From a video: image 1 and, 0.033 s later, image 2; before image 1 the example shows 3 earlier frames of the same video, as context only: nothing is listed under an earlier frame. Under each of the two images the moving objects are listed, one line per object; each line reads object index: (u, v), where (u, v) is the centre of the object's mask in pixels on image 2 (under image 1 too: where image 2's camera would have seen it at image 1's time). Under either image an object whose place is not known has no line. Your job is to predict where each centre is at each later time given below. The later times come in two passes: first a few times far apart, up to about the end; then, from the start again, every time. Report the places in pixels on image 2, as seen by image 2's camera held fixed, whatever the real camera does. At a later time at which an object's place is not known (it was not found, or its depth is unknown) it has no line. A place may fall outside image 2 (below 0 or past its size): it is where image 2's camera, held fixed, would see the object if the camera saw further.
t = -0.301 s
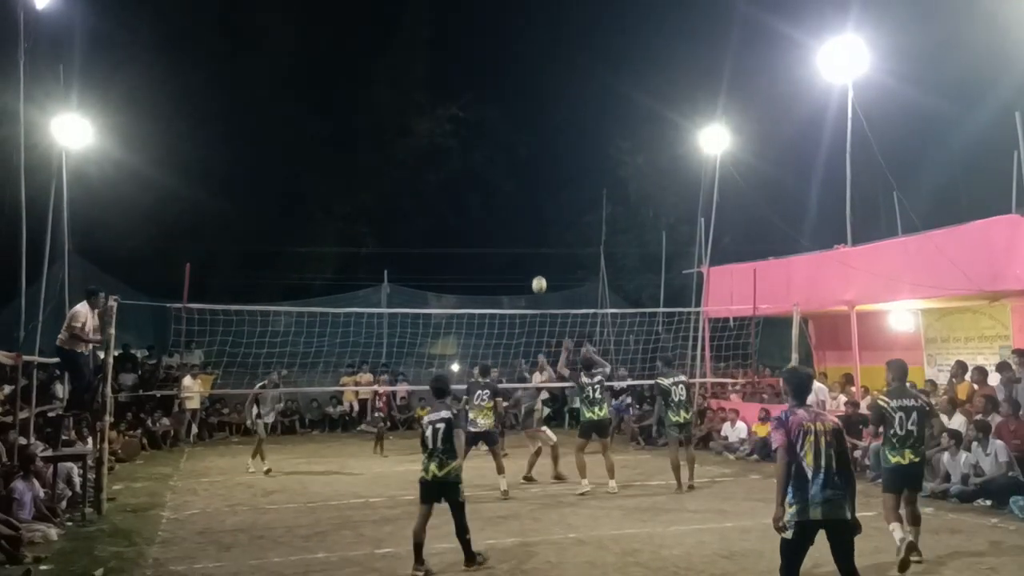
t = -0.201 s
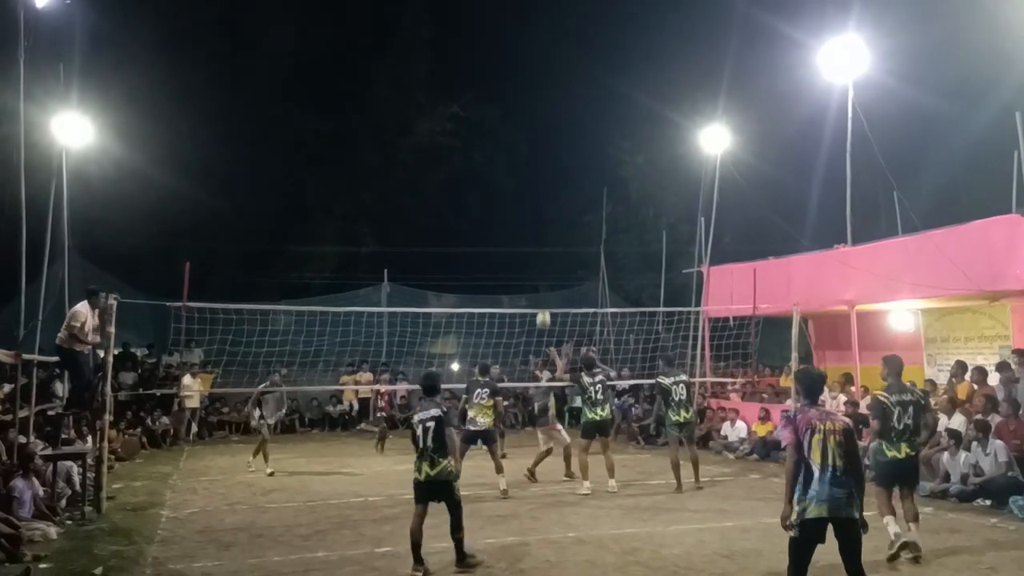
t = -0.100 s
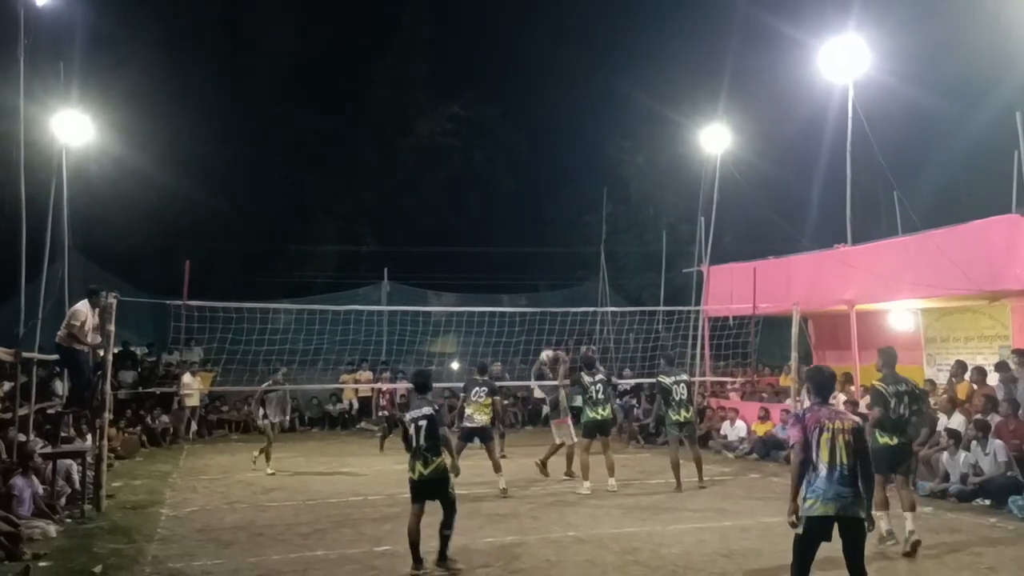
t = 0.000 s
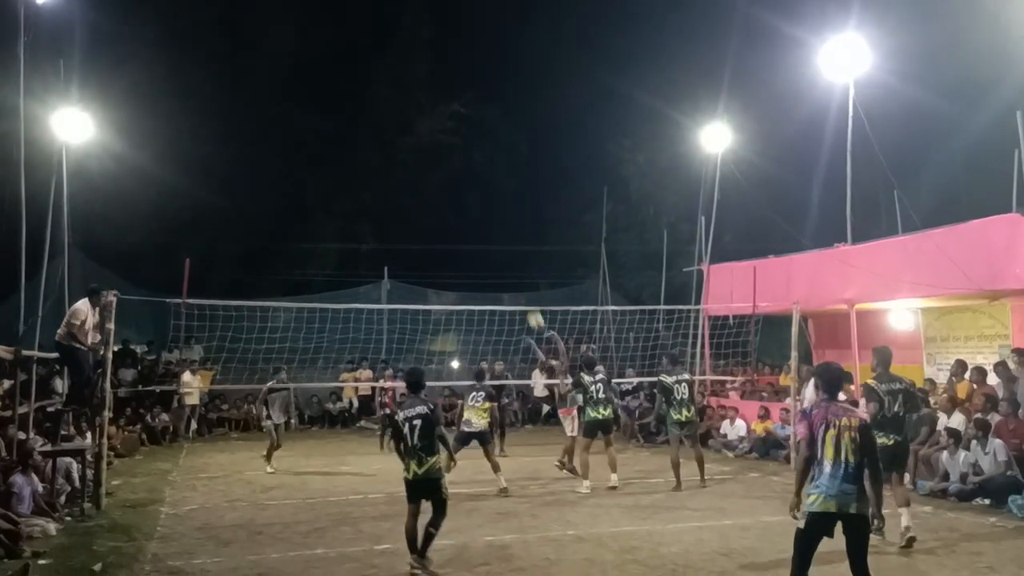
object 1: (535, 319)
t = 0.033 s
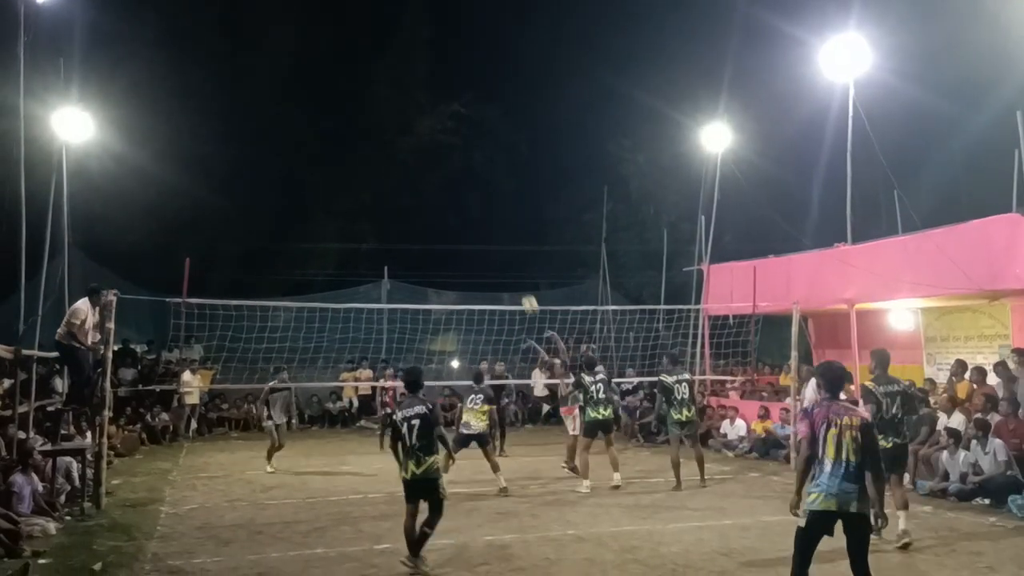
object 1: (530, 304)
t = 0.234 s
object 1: (495, 228)
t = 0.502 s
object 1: (450, 168)
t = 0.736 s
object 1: (411, 154)
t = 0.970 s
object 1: (372, 177)
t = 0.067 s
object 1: (524, 290)
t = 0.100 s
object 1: (518, 276)
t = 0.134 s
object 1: (512, 262)
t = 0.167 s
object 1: (507, 250)
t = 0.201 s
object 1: (501, 239)
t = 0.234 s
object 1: (495, 228)
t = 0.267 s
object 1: (489, 218)
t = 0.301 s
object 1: (484, 208)
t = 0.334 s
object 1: (478, 200)
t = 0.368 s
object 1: (472, 192)
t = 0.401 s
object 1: (467, 185)
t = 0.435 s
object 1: (461, 179)
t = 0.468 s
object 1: (455, 173)
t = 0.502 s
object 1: (450, 168)
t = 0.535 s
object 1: (444, 164)
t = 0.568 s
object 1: (439, 160)
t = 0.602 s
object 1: (433, 157)
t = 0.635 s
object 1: (428, 155)
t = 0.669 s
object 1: (422, 154)
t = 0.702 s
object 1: (417, 154)
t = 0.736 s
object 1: (411, 154)
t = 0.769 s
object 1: (406, 155)
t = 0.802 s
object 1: (400, 157)
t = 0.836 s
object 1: (394, 159)
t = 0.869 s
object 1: (389, 163)
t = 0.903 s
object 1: (383, 167)
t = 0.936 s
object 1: (378, 172)
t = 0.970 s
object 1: (372, 177)
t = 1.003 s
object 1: (367, 184)
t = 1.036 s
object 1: (361, 191)
